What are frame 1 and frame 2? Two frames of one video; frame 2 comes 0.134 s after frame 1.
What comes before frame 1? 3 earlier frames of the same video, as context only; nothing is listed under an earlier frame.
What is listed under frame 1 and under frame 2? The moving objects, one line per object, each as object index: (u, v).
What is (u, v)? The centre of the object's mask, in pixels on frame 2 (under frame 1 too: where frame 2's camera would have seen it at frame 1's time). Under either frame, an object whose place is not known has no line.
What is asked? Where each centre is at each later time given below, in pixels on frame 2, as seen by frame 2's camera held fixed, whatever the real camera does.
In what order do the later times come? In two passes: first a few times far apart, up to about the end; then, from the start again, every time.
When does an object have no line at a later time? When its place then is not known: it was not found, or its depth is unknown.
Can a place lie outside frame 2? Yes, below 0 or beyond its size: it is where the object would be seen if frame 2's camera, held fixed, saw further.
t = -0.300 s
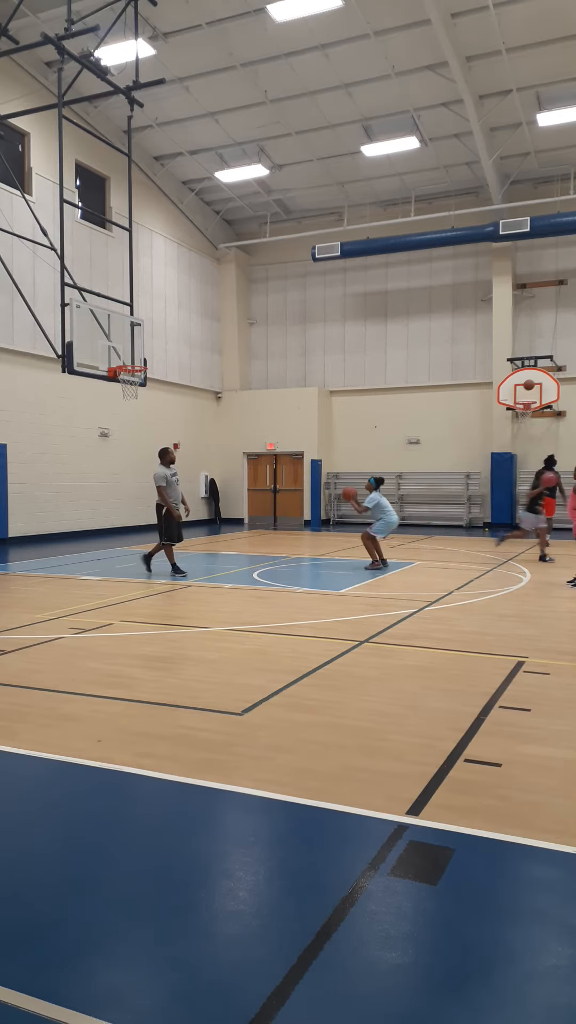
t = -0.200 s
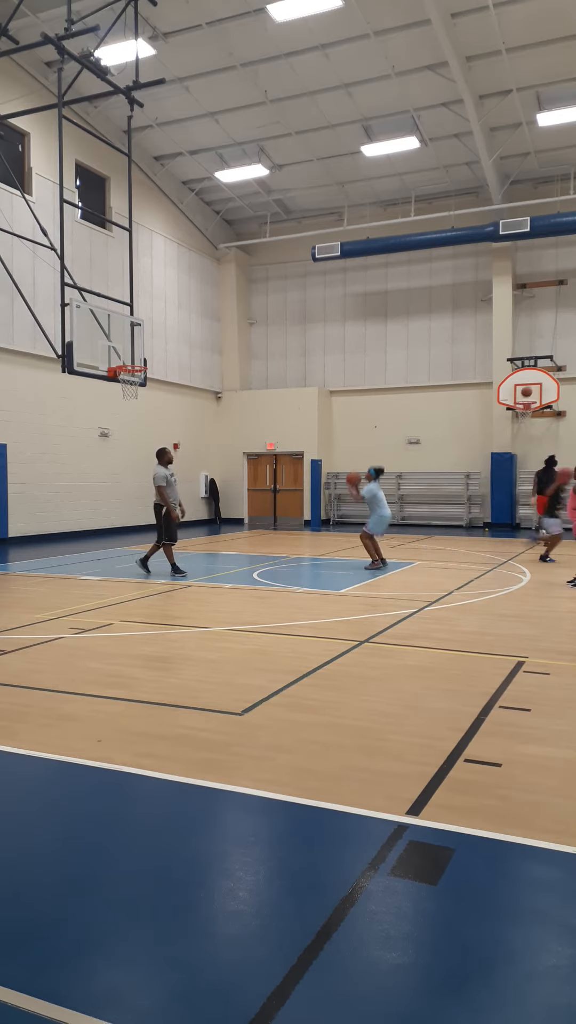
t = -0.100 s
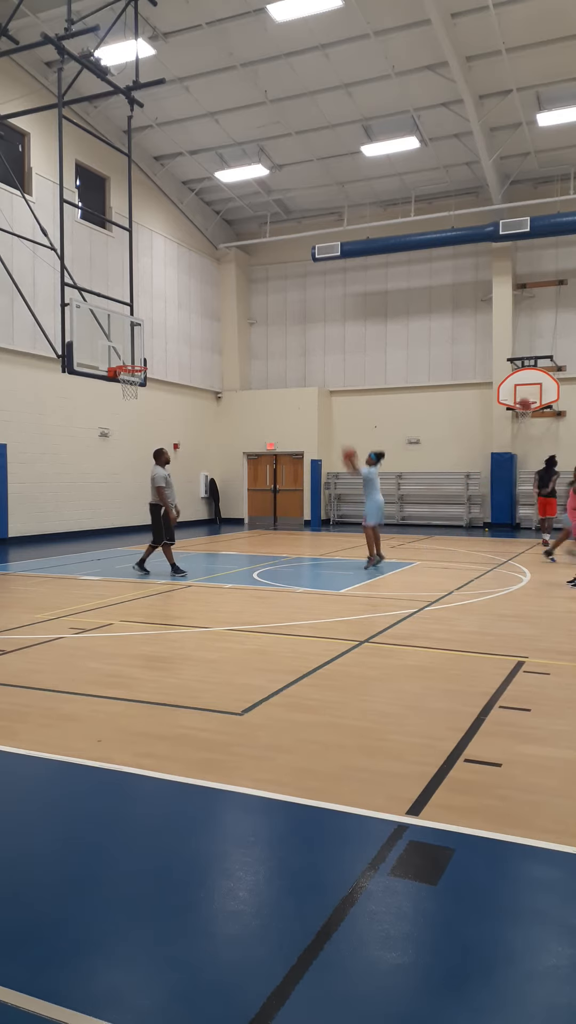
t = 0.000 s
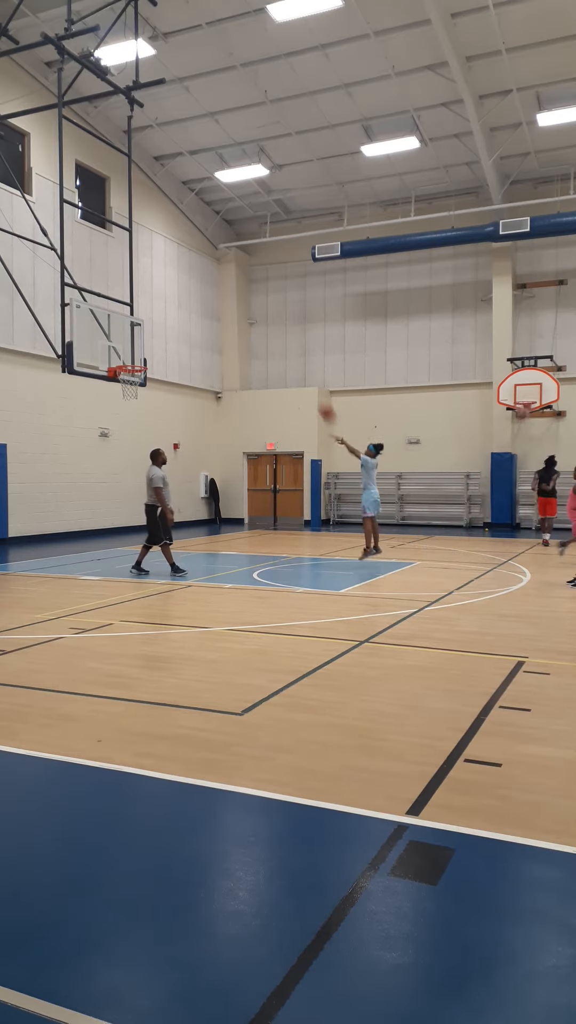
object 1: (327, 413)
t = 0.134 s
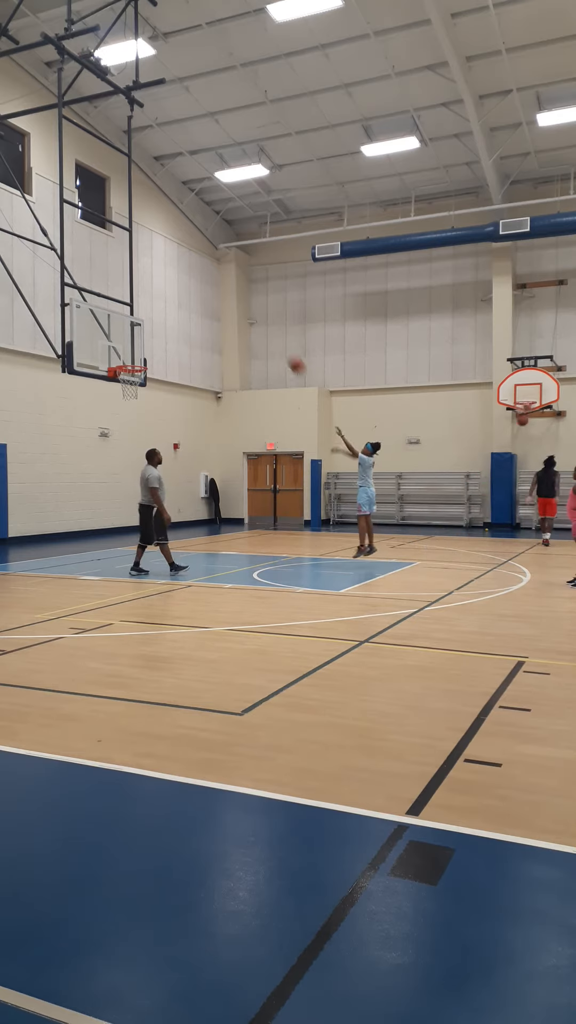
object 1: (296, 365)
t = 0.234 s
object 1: (273, 338)
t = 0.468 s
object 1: (221, 301)
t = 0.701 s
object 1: (171, 301)
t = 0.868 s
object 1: (139, 321)
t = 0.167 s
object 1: (288, 355)
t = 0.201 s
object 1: (281, 346)
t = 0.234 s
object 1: (273, 338)
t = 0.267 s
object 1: (265, 331)
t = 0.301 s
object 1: (258, 324)
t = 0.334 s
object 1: (250, 318)
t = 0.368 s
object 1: (244, 314)
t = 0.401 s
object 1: (236, 308)
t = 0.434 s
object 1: (228, 304)
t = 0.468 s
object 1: (221, 301)
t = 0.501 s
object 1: (214, 299)
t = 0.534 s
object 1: (207, 298)
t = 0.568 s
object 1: (200, 297)
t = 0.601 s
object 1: (192, 297)
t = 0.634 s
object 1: (185, 297)
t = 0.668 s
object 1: (179, 299)
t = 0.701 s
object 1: (171, 301)
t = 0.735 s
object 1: (165, 304)
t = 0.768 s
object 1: (158, 307)
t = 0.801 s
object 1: (151, 311)
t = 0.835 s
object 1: (145, 316)
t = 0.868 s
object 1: (139, 321)
